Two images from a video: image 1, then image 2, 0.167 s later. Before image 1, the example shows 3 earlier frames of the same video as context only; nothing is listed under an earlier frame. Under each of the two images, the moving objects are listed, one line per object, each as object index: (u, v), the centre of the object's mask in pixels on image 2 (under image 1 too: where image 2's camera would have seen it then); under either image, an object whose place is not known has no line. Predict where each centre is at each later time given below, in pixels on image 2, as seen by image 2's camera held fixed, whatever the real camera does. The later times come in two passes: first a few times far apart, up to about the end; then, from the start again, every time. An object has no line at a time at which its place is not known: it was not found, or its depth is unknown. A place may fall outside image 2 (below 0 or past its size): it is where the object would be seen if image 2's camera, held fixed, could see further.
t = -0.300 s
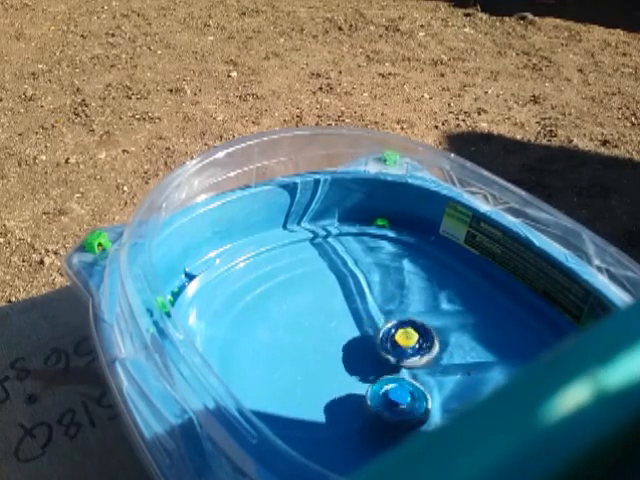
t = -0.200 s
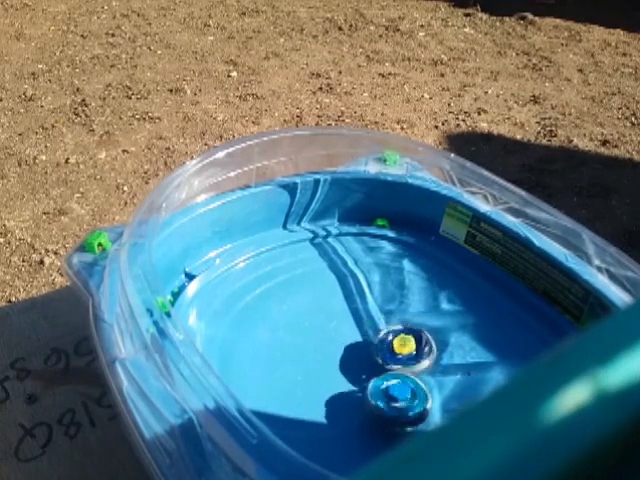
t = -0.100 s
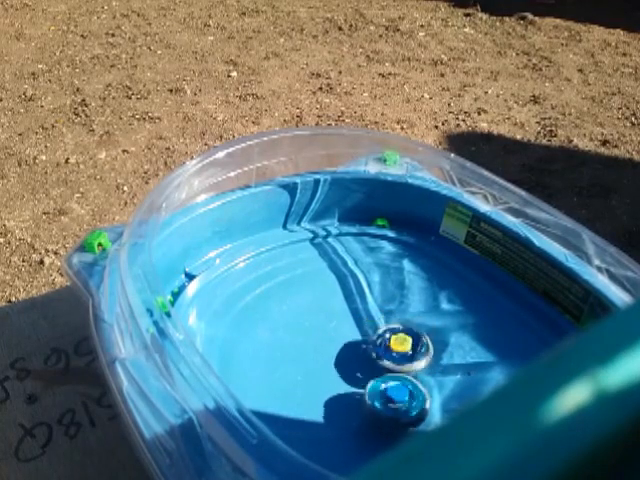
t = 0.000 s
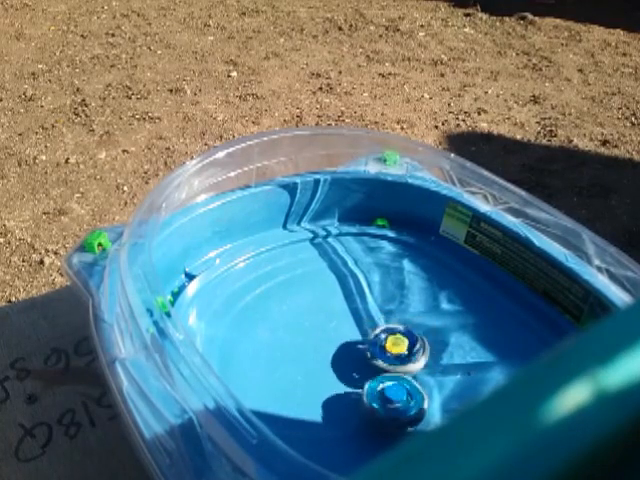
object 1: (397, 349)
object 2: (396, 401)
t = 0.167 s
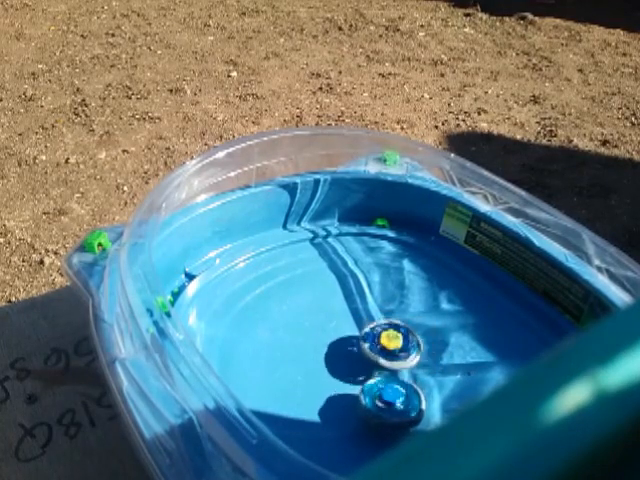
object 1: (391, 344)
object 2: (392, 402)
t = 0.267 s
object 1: (387, 343)
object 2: (394, 400)
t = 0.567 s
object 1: (378, 338)
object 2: (394, 398)
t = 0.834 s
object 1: (376, 338)
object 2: (393, 388)
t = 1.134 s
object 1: (375, 331)
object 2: (393, 387)
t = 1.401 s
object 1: (377, 335)
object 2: (396, 387)
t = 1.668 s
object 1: (378, 338)
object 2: (405, 394)
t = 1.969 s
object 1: (377, 348)
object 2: (416, 395)
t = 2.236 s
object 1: (365, 349)
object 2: (425, 395)
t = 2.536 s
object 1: (359, 355)
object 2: (416, 387)
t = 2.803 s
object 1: (351, 353)
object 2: (415, 382)
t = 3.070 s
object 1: (340, 350)
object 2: (418, 383)
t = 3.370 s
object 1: (350, 355)
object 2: (410, 378)
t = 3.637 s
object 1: (351, 356)
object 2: (418, 383)
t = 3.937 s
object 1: (358, 364)
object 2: (421, 386)
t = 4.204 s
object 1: (357, 370)
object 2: (425, 387)
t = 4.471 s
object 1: (355, 371)
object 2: (425, 386)
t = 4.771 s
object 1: (353, 368)
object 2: (420, 383)
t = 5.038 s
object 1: (351, 362)
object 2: (417, 379)
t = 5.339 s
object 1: (345, 349)
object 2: (426, 380)
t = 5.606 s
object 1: (365, 349)
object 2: (420, 385)
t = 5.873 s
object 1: (372, 352)
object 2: (421, 393)
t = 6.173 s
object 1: (365, 341)
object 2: (428, 404)
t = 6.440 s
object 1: (374, 356)
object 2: (414, 403)
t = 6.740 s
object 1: (360, 351)
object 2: (410, 401)
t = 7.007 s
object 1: (359, 347)
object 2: (400, 392)
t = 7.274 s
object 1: (370, 339)
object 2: (404, 386)
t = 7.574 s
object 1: (382, 339)
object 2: (413, 387)
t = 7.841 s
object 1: (381, 327)
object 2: (423, 400)
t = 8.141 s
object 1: (379, 347)
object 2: (419, 398)
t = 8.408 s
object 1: (349, 345)
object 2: (409, 394)
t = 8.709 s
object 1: (350, 338)
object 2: (401, 382)
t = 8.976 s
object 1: (345, 343)
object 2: (427, 396)
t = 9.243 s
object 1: (331, 355)
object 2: (433, 394)
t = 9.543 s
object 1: (338, 369)
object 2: (420, 385)
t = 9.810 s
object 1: (337, 384)
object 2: (406, 374)
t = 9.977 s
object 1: (342, 390)
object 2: (402, 367)
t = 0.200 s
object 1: (389, 344)
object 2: (394, 402)
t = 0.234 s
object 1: (388, 344)
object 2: (393, 401)
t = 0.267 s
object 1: (387, 343)
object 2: (394, 400)
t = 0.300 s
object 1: (386, 343)
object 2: (394, 400)
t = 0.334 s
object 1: (385, 343)
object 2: (395, 399)
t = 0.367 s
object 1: (384, 344)
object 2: (394, 399)
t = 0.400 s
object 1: (383, 344)
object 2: (394, 397)
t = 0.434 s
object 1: (382, 344)
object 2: (394, 396)
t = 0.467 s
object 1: (381, 340)
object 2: (393, 399)
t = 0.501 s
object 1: (380, 338)
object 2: (393, 399)
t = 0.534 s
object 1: (378, 338)
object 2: (394, 399)
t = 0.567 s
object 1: (378, 338)
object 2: (394, 398)
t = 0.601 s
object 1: (377, 337)
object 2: (394, 397)
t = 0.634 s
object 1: (376, 337)
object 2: (394, 395)
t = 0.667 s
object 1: (376, 337)
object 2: (394, 394)
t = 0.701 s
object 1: (376, 338)
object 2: (394, 392)
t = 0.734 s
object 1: (376, 338)
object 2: (393, 390)
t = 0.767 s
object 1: (376, 338)
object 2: (394, 389)
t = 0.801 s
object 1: (376, 338)
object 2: (393, 389)
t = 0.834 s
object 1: (376, 338)
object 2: (393, 388)
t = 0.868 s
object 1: (375, 336)
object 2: (393, 389)
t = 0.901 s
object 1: (375, 334)
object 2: (393, 390)
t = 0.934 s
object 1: (374, 334)
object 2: (395, 388)
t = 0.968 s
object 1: (374, 333)
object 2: (394, 387)
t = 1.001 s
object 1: (374, 333)
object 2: (395, 386)
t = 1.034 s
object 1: (374, 333)
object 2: (394, 387)
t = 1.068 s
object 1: (375, 333)
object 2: (393, 385)
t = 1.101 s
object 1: (374, 333)
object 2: (393, 384)
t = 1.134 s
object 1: (375, 331)
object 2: (393, 387)
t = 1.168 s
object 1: (375, 332)
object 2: (393, 387)
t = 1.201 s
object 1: (375, 331)
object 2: (394, 386)
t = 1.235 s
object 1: (375, 333)
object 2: (394, 386)
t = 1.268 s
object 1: (376, 333)
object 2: (394, 386)
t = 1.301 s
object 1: (376, 334)
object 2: (394, 385)
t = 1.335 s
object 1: (377, 334)
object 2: (394, 386)
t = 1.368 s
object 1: (378, 335)
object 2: (395, 386)
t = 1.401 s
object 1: (377, 335)
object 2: (396, 387)
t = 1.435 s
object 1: (377, 334)
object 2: (397, 388)
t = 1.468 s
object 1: (378, 336)
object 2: (398, 388)
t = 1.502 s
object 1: (378, 336)
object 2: (399, 389)
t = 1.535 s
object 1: (379, 338)
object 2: (399, 389)
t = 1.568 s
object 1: (379, 339)
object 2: (400, 389)
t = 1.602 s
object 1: (378, 336)
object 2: (401, 392)
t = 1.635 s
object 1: (378, 337)
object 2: (404, 393)
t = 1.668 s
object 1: (378, 338)
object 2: (405, 394)
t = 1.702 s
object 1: (378, 340)
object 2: (406, 394)
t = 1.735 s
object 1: (379, 341)
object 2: (407, 394)
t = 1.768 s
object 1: (378, 343)
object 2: (408, 393)
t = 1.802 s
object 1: (379, 344)
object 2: (409, 394)
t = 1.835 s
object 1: (378, 344)
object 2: (411, 395)
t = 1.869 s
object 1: (378, 346)
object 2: (412, 395)
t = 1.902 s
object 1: (377, 347)
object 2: (413, 395)
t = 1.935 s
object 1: (378, 348)
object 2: (414, 395)
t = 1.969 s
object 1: (377, 348)
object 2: (416, 395)
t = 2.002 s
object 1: (376, 349)
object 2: (417, 395)
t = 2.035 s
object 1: (375, 350)
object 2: (418, 394)
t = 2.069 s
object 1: (375, 351)
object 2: (419, 393)
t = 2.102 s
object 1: (372, 349)
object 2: (421, 394)
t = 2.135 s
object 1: (370, 349)
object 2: (423, 395)
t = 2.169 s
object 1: (367, 348)
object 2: (424, 395)
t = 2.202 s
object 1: (367, 348)
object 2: (425, 394)
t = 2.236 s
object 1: (365, 349)
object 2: (425, 395)
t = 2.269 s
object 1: (364, 349)
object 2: (425, 393)
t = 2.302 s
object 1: (363, 350)
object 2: (425, 392)
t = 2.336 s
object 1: (362, 351)
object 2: (424, 391)
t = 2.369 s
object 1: (363, 351)
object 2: (424, 390)
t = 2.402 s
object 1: (362, 353)
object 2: (422, 389)
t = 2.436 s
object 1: (362, 354)
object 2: (419, 388)
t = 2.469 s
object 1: (361, 354)
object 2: (417, 387)
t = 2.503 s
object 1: (360, 354)
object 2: (416, 387)
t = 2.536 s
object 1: (359, 355)
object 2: (416, 387)
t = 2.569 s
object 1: (359, 355)
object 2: (415, 386)
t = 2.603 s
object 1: (357, 354)
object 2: (416, 387)
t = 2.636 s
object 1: (356, 355)
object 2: (417, 385)
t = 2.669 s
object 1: (355, 355)
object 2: (415, 385)
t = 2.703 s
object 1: (354, 355)
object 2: (415, 384)
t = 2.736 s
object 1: (354, 356)
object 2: (414, 383)
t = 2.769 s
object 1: (352, 355)
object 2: (413, 382)
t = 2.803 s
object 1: (351, 353)
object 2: (415, 382)
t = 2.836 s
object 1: (350, 355)
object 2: (414, 382)
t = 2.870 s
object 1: (349, 355)
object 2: (413, 381)
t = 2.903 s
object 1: (350, 354)
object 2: (413, 380)
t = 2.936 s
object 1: (349, 355)
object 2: (411, 380)
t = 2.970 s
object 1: (347, 353)
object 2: (412, 380)
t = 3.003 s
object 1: (342, 349)
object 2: (417, 383)
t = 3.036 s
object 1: (341, 349)
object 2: (418, 384)
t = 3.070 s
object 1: (340, 350)
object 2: (418, 383)
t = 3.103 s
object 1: (340, 349)
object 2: (418, 383)
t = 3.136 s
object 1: (340, 350)
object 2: (418, 381)
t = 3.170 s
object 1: (340, 350)
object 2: (417, 381)
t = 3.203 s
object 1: (341, 350)
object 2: (416, 380)
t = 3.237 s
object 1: (343, 352)
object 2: (415, 379)
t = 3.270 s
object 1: (344, 353)
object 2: (413, 378)
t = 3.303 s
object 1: (346, 353)
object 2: (412, 378)
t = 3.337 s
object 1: (349, 354)
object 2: (410, 377)
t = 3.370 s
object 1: (350, 355)
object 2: (410, 378)
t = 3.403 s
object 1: (350, 353)
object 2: (412, 380)
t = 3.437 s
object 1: (351, 355)
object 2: (412, 380)
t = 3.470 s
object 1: (351, 355)
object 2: (412, 381)
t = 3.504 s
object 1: (349, 353)
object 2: (416, 382)
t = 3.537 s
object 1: (349, 355)
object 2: (417, 383)
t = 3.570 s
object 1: (349, 354)
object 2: (418, 383)
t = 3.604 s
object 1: (350, 355)
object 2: (417, 383)
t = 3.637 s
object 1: (351, 356)
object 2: (418, 383)
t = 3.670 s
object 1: (351, 356)
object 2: (419, 383)
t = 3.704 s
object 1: (353, 357)
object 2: (418, 383)
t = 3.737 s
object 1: (354, 359)
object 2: (418, 383)
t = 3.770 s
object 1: (356, 360)
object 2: (418, 383)
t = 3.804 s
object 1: (355, 360)
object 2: (420, 384)
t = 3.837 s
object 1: (356, 360)
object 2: (421, 386)
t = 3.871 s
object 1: (356, 362)
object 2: (421, 385)
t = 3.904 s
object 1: (356, 363)
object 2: (421, 386)
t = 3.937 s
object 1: (358, 364)
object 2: (421, 386)
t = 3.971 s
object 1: (355, 363)
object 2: (423, 387)
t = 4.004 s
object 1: (354, 363)
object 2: (426, 388)
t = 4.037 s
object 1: (354, 365)
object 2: (427, 388)
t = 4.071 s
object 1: (354, 366)
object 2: (427, 388)
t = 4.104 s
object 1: (354, 366)
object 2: (426, 388)
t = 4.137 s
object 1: (355, 367)
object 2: (426, 388)
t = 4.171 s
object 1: (356, 368)
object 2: (426, 387)
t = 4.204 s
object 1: (357, 370)
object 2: (425, 387)
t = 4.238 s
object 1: (358, 371)
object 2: (424, 385)
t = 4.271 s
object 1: (356, 370)
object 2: (426, 387)
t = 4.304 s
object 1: (356, 369)
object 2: (426, 388)
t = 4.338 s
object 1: (357, 371)
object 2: (425, 387)
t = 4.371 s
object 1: (356, 371)
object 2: (425, 386)
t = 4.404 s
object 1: (357, 372)
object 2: (423, 386)
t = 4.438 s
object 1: (354, 371)
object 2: (425, 386)
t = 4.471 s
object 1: (355, 371)
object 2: (425, 386)
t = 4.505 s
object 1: (354, 371)
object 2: (424, 386)
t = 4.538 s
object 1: (354, 371)
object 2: (424, 385)
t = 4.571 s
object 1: (354, 372)
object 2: (422, 384)
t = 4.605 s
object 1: (354, 372)
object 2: (421, 384)
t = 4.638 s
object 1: (353, 371)
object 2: (421, 384)
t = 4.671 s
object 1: (354, 371)
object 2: (421, 383)
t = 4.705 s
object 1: (354, 370)
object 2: (421, 383)
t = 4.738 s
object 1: (353, 370)
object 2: (420, 383)
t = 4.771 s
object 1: (353, 368)
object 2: (420, 383)
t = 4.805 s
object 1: (353, 368)
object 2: (420, 383)
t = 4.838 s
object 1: (353, 368)
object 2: (420, 381)
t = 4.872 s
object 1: (352, 368)
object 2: (419, 381)
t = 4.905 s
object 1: (351, 367)
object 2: (419, 381)
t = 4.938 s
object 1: (350, 364)
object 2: (420, 381)
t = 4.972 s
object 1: (350, 364)
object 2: (420, 379)
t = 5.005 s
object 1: (350, 363)
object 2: (419, 379)
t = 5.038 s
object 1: (351, 362)
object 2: (417, 379)
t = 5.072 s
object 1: (352, 363)
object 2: (416, 379)
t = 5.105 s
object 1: (352, 362)
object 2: (417, 378)
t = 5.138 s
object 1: (350, 358)
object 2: (420, 380)
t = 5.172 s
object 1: (346, 355)
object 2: (424, 381)
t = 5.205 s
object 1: (345, 353)
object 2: (425, 381)
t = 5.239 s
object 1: (343, 351)
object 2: (425, 381)
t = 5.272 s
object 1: (344, 350)
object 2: (426, 381)
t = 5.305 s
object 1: (344, 349)
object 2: (426, 381)
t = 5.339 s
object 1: (345, 349)
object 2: (426, 380)
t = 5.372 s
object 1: (346, 348)
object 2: (426, 381)
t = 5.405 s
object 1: (347, 349)
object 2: (425, 381)
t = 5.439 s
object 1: (351, 348)
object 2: (424, 381)
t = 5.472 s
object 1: (354, 349)
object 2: (423, 380)
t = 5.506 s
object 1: (358, 350)
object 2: (420, 381)
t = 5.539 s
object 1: (361, 351)
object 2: (418, 382)
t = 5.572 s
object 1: (364, 350)
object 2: (419, 383)
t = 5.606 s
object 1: (365, 349)
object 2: (420, 385)
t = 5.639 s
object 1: (365, 350)
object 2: (420, 386)
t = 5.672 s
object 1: (365, 351)
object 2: (420, 387)
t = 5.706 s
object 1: (368, 350)
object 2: (419, 388)
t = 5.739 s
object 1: (369, 352)
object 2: (419, 389)
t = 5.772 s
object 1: (370, 350)
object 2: (420, 391)
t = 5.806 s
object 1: (372, 350)
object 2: (421, 392)
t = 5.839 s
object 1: (372, 352)
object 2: (421, 392)
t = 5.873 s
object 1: (372, 352)
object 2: (421, 393)
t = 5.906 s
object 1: (375, 353)
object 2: (421, 394)
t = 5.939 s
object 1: (370, 347)
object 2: (426, 398)
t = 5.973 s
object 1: (369, 344)
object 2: (428, 401)
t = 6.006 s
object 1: (367, 343)
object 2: (428, 402)
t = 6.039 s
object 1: (366, 342)
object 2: (429, 402)
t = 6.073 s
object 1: (366, 341)
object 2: (429, 403)
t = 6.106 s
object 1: (366, 342)
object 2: (429, 403)
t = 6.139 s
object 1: (365, 342)
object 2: (428, 403)
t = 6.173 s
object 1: (365, 341)
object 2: (428, 404)
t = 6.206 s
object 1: (367, 342)
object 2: (427, 404)
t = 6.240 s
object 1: (367, 343)
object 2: (426, 405)
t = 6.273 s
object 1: (368, 344)
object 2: (424, 404)
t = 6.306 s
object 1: (369, 346)
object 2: (423, 404)
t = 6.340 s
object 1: (371, 348)
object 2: (422, 403)
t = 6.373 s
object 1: (371, 350)
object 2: (418, 404)
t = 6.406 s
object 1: (373, 353)
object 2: (416, 404)
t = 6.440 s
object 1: (374, 356)
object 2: (414, 403)
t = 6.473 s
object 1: (374, 357)
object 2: (413, 403)
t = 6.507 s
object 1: (373, 356)
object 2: (413, 403)
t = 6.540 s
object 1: (371, 358)
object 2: (412, 402)
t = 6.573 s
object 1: (367, 354)
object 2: (413, 403)
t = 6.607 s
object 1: (364, 351)
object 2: (413, 404)
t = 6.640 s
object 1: (362, 351)
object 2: (412, 404)
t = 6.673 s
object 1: (361, 351)
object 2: (412, 403)
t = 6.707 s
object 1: (361, 351)
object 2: (411, 402)
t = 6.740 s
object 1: (360, 351)
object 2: (410, 401)
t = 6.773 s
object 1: (360, 351)
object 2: (409, 400)
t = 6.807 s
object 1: (360, 352)
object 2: (406, 399)
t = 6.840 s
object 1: (360, 352)
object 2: (403, 398)
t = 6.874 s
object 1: (360, 351)
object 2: (401, 398)
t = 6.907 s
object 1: (359, 347)
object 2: (402, 398)
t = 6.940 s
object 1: (360, 347)
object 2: (401, 397)
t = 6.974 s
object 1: (360, 348)
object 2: (401, 394)
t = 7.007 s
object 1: (359, 347)
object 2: (400, 392)
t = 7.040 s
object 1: (361, 345)
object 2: (401, 391)
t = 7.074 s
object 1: (363, 344)
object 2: (402, 391)
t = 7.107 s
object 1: (363, 343)
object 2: (403, 392)
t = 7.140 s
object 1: (364, 342)
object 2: (404, 391)
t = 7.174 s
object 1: (363, 341)
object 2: (404, 390)
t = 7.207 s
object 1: (366, 339)
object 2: (405, 389)
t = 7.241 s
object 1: (369, 339)
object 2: (405, 387)
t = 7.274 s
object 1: (370, 339)
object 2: (404, 386)
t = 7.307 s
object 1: (371, 338)
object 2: (405, 385)
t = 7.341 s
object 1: (372, 337)
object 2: (406, 384)
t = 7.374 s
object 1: (374, 336)
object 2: (408, 386)
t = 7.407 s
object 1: (374, 333)
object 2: (409, 387)
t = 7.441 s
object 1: (375, 334)
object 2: (410, 387)
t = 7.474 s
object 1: (377, 336)
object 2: (411, 387)
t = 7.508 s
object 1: (378, 337)
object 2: (412, 387)
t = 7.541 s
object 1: (380, 337)
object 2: (412, 387)
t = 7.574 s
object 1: (382, 339)
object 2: (413, 387)
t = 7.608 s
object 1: (382, 341)
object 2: (414, 388)
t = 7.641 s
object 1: (382, 339)
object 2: (416, 391)
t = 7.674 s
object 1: (382, 331)
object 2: (419, 398)
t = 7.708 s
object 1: (382, 329)
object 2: (421, 399)
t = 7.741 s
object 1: (383, 330)
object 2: (423, 398)
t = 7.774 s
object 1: (380, 329)
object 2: (423, 399)
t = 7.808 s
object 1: (380, 327)
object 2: (424, 400)
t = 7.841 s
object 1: (381, 327)
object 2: (423, 400)
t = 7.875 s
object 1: (382, 328)
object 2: (423, 401)
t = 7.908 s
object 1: (382, 331)
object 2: (424, 400)
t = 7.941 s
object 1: (382, 332)
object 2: (424, 401)
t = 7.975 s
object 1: (382, 333)
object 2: (424, 401)
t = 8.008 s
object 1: (383, 335)
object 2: (423, 402)
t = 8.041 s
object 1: (382, 339)
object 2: (423, 402)
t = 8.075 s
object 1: (380, 341)
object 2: (423, 400)
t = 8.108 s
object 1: (380, 344)
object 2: (422, 400)
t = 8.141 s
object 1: (379, 347)
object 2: (419, 398)
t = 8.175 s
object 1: (377, 350)
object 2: (418, 398)
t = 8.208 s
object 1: (374, 354)
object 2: (417, 398)
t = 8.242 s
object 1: (370, 355)
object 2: (416, 398)
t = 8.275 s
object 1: (364, 348)
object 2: (416, 399)
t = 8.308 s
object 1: (360, 349)
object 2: (415, 398)
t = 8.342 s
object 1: (359, 349)
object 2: (414, 398)
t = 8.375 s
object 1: (354, 347)
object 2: (412, 396)
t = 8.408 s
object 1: (349, 345)
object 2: (409, 394)
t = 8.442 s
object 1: (349, 342)
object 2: (407, 393)
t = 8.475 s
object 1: (348, 342)
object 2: (406, 391)
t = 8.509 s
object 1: (348, 342)
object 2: (405, 388)
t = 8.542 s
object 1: (346, 341)
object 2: (403, 386)
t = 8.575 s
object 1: (347, 339)
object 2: (401, 384)
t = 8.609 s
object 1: (349, 339)
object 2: (400, 383)
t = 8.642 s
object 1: (351, 342)
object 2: (398, 382)
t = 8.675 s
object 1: (349, 340)
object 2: (399, 384)
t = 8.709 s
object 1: (350, 338)
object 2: (401, 382)
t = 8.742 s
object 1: (354, 339)
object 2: (402, 381)
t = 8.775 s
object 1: (356, 341)
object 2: (405, 382)
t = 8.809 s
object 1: (350, 336)
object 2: (412, 391)
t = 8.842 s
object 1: (346, 332)
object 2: (418, 396)
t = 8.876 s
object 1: (347, 331)
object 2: (421, 396)
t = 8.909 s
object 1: (349, 334)
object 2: (422, 397)
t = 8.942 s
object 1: (350, 337)
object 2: (425, 396)
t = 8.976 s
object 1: (345, 343)
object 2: (427, 396)
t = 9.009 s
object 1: (342, 345)
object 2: (429, 396)
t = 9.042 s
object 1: (342, 345)
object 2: (430, 395)
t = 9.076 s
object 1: (343, 347)
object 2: (431, 396)
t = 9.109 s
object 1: (344, 349)
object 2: (432, 395)
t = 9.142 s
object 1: (341, 353)
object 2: (433, 395)
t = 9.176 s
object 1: (337, 355)
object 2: (433, 393)
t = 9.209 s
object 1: (333, 356)
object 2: (434, 394)
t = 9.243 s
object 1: (331, 355)
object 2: (433, 394)
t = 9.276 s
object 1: (331, 356)
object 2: (432, 394)
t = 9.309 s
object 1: (334, 357)
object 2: (432, 392)
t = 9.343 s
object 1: (333, 360)
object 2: (431, 392)
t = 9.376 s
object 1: (330, 362)
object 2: (430, 392)
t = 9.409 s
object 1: (327, 363)
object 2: (429, 390)
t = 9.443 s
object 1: (327, 361)
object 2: (426, 388)
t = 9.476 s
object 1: (331, 360)
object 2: (425, 388)
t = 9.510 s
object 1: (336, 365)
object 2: (422, 387)
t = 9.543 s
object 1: (338, 369)
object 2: (420, 385)
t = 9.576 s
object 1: (337, 375)
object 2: (417, 385)
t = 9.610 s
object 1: (335, 376)
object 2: (414, 383)
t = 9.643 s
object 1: (334, 377)
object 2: (412, 381)
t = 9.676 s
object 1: (337, 377)
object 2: (411, 380)
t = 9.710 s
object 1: (341, 378)
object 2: (410, 377)
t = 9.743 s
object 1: (343, 380)
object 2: (409, 377)
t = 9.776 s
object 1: (339, 384)
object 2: (408, 375)
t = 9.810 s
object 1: (337, 384)
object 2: (406, 374)
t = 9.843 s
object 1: (335, 384)
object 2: (406, 373)
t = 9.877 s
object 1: (337, 384)
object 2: (405, 371)
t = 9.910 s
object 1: (337, 385)
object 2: (404, 370)
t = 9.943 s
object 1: (341, 386)
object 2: (404, 368)
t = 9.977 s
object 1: (342, 390)
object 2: (402, 367)
